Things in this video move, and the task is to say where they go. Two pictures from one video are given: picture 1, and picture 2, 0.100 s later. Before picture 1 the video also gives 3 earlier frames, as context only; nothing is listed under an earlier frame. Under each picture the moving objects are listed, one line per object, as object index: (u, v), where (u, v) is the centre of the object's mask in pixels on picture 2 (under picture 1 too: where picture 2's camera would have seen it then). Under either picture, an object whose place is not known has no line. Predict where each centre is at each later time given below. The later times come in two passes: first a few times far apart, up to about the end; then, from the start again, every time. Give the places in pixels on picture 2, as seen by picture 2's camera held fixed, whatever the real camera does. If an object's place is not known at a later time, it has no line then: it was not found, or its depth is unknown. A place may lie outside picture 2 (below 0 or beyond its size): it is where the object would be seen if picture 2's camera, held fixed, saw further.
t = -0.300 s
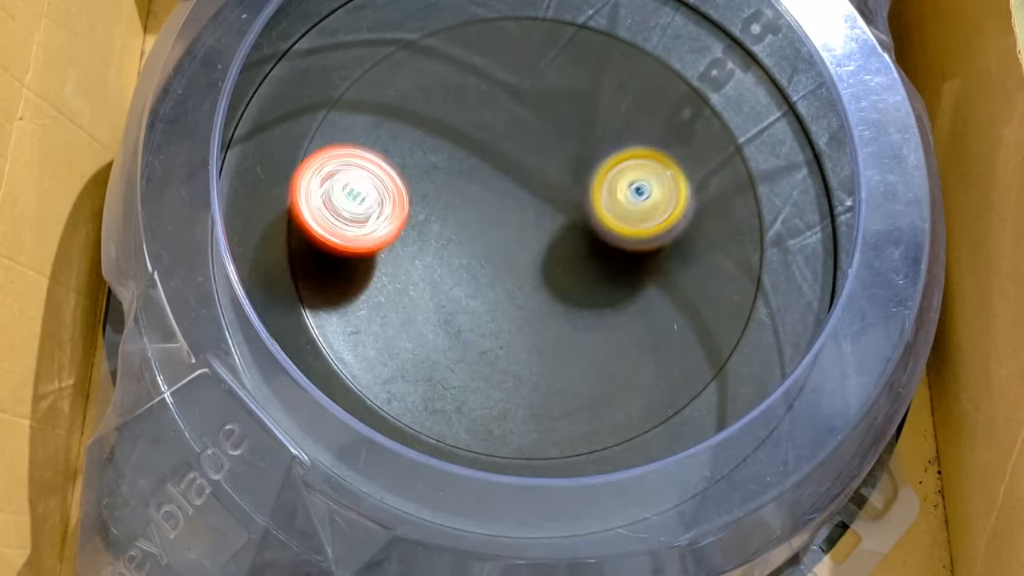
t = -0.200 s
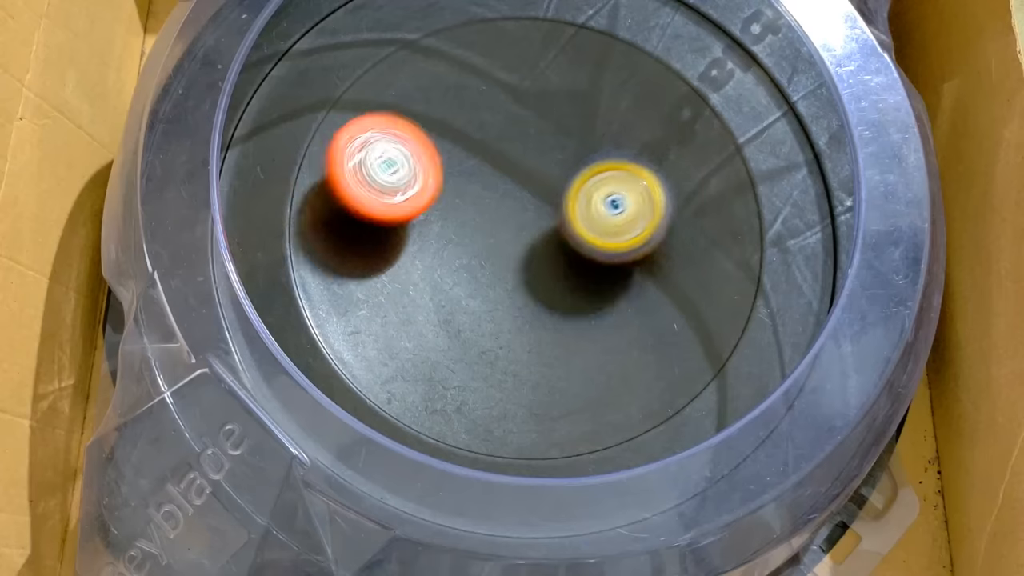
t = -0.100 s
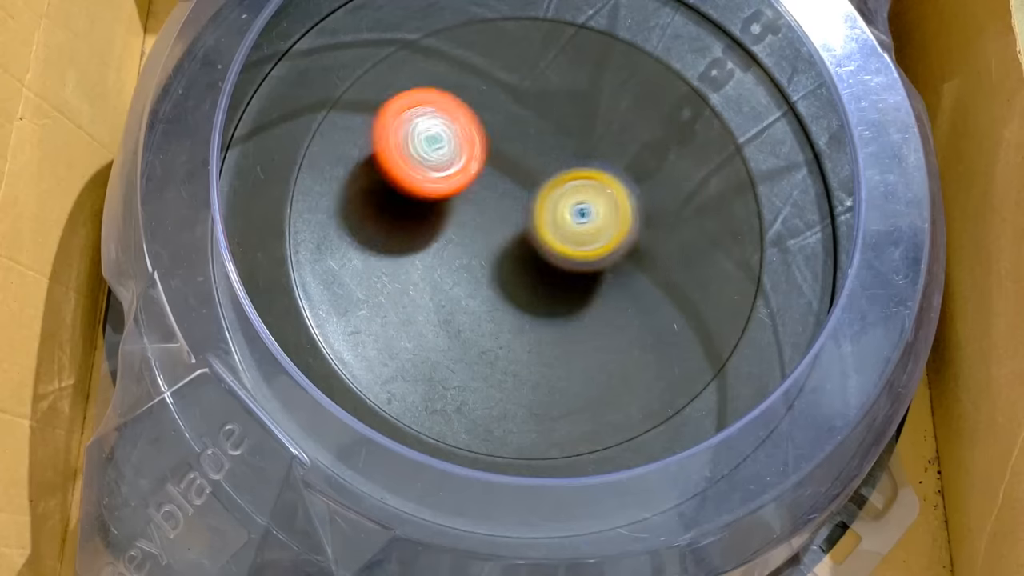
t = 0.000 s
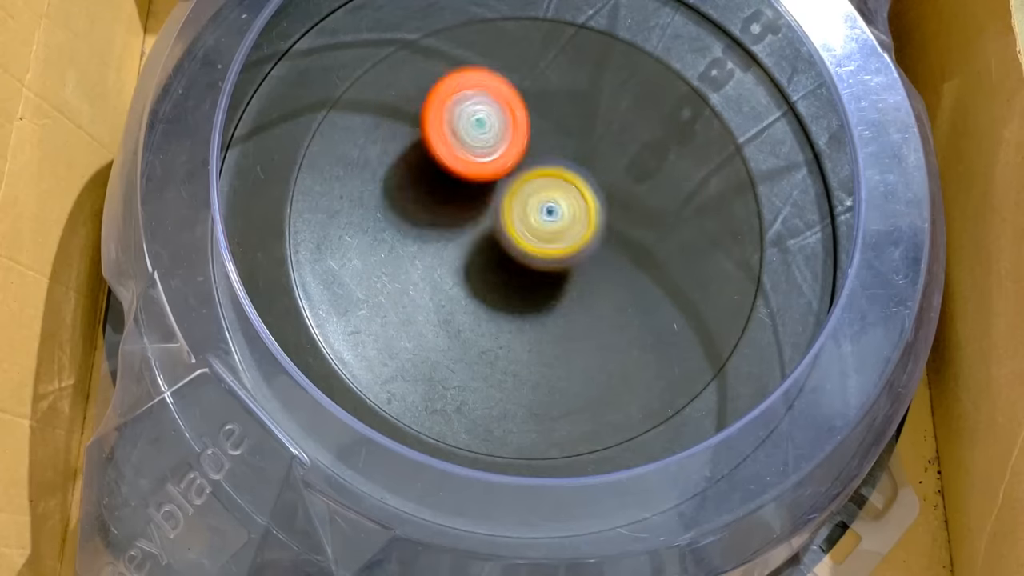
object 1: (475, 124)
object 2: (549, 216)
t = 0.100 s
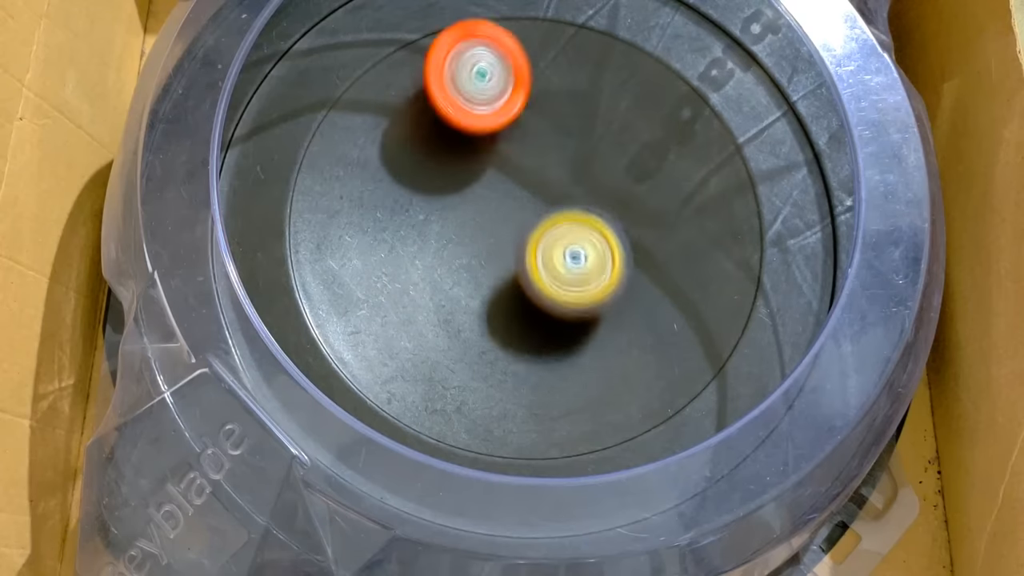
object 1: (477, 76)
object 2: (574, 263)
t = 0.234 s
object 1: (512, 66)
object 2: (552, 303)
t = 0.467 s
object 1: (593, 116)
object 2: (482, 271)
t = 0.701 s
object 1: (642, 198)
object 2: (522, 204)
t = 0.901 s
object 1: (651, 256)
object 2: (543, 204)
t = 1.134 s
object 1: (620, 313)
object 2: (513, 210)
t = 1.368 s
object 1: (559, 331)
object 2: (504, 184)
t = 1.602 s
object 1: (484, 303)
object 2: (532, 206)
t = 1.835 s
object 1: (409, 313)
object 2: (606, 157)
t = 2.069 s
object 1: (412, 232)
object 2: (595, 204)
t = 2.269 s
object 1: (421, 157)
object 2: (576, 229)
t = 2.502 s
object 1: (463, 111)
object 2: (569, 260)
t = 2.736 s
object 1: (546, 120)
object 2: (533, 235)
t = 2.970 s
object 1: (613, 158)
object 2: (518, 230)
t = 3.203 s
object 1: (637, 225)
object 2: (518, 213)
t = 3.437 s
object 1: (711, 332)
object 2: (437, 144)
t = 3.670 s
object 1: (641, 345)
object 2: (433, 109)
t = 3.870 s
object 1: (521, 295)
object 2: (454, 134)
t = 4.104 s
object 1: (388, 324)
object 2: (539, 96)
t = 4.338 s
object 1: (371, 280)
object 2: (623, 148)
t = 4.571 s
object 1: (450, 177)
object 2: (636, 228)
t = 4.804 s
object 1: (551, 90)
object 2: (580, 283)
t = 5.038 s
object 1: (632, 84)
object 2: (501, 275)
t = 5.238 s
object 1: (652, 147)
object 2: (474, 232)
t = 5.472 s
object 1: (614, 263)
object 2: (492, 197)
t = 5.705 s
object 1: (521, 330)
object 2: (528, 189)
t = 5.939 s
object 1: (433, 297)
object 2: (554, 209)
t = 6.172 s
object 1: (417, 206)
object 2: (558, 231)
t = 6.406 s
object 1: (488, 134)
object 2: (540, 239)
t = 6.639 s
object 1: (589, 129)
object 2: (528, 227)
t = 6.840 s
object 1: (647, 180)
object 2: (527, 215)
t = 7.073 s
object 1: (632, 268)
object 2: (532, 212)
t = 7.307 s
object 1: (549, 311)
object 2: (524, 210)
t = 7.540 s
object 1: (487, 290)
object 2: (523, 180)
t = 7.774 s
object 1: (468, 250)
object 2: (549, 156)
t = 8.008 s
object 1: (470, 260)
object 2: (576, 158)
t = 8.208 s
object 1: (489, 258)
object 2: (578, 175)
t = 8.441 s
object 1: (493, 273)
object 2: (588, 186)
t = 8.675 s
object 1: (438, 309)
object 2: (616, 158)
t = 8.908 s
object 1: (454, 278)
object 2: (593, 165)
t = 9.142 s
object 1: (447, 287)
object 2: (586, 146)
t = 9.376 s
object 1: (474, 290)
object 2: (577, 172)
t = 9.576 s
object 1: (500, 288)
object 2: (564, 197)
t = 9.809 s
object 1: (482, 328)
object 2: (601, 145)
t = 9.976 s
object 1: (492, 299)
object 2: (588, 156)
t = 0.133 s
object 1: (483, 69)
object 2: (574, 276)
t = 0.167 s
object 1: (491, 65)
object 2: (570, 289)
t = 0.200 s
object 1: (500, 64)
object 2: (562, 297)
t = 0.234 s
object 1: (512, 66)
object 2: (552, 303)
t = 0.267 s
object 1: (523, 70)
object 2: (539, 306)
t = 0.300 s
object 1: (535, 74)
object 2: (526, 306)
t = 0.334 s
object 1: (547, 80)
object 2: (514, 304)
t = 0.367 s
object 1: (559, 88)
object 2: (503, 298)
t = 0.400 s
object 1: (571, 96)
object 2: (494, 290)
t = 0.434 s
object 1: (582, 106)
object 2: (487, 281)
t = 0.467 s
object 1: (593, 116)
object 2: (482, 271)
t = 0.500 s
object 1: (603, 127)
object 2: (480, 258)
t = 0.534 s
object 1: (613, 139)
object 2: (482, 246)
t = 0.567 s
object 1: (621, 151)
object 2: (486, 234)
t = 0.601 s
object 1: (629, 163)
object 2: (494, 225)
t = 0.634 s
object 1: (635, 175)
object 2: (503, 216)
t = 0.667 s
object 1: (639, 186)
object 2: (512, 210)
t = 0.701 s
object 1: (642, 198)
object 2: (522, 204)
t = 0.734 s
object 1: (646, 208)
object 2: (531, 201)
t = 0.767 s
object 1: (652, 216)
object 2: (534, 201)
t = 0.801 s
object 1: (655, 226)
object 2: (536, 200)
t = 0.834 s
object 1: (656, 236)
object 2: (538, 201)
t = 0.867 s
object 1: (655, 247)
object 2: (540, 202)
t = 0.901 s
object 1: (651, 256)
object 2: (543, 204)
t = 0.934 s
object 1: (646, 265)
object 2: (546, 207)
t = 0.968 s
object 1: (642, 274)
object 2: (547, 210)
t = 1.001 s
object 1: (641, 284)
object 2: (541, 213)
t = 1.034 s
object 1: (638, 291)
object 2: (534, 214)
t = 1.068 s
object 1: (633, 299)
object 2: (527, 214)
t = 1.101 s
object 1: (627, 307)
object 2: (520, 213)
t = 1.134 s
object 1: (620, 313)
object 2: (513, 210)
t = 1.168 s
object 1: (613, 318)
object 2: (508, 206)
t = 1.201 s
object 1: (605, 323)
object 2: (505, 203)
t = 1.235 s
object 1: (597, 326)
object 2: (502, 198)
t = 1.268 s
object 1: (589, 329)
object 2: (500, 194)
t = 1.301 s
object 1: (579, 331)
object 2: (500, 190)
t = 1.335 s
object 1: (570, 331)
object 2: (502, 187)
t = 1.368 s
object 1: (559, 331)
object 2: (504, 184)
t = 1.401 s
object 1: (548, 330)
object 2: (508, 182)
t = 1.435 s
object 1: (536, 328)
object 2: (513, 182)
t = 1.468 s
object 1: (525, 324)
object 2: (518, 184)
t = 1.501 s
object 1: (514, 320)
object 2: (522, 188)
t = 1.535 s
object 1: (503, 315)
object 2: (526, 193)
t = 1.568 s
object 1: (494, 309)
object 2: (530, 199)
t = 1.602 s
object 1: (484, 303)
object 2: (532, 206)
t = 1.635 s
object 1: (467, 313)
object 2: (541, 197)
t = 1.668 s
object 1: (450, 322)
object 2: (555, 179)
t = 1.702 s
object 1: (435, 329)
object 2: (568, 165)
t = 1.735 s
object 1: (427, 330)
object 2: (579, 157)
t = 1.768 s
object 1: (420, 328)
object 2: (590, 154)
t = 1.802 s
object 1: (414, 322)
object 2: (599, 154)
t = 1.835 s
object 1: (409, 313)
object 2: (606, 157)
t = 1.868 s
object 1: (405, 303)
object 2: (610, 162)
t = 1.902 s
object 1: (403, 292)
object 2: (613, 168)
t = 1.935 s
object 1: (402, 280)
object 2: (613, 175)
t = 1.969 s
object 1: (402, 268)
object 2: (612, 182)
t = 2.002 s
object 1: (404, 256)
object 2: (608, 190)
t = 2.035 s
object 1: (408, 244)
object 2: (603, 197)
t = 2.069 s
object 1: (412, 232)
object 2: (595, 204)
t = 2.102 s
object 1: (418, 219)
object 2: (585, 210)
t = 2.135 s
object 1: (424, 208)
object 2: (575, 215)
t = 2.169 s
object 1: (431, 197)
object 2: (564, 217)
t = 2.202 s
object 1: (438, 187)
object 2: (553, 219)
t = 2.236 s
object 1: (428, 173)
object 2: (564, 223)
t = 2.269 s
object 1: (421, 157)
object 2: (576, 229)
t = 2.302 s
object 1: (418, 147)
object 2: (584, 235)
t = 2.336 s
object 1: (421, 137)
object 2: (587, 241)
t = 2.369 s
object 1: (426, 129)
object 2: (588, 247)
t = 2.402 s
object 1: (434, 123)
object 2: (585, 252)
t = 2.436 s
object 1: (443, 117)
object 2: (580, 256)
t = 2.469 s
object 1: (452, 113)
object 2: (575, 259)
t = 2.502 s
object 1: (463, 111)
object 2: (569, 260)
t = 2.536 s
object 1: (474, 109)
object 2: (563, 259)
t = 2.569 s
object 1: (485, 109)
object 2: (557, 258)
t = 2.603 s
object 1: (498, 109)
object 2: (551, 255)
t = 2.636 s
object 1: (510, 111)
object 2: (545, 251)
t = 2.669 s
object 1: (522, 113)
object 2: (540, 246)
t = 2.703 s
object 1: (534, 116)
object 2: (536, 240)
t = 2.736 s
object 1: (546, 120)
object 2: (533, 235)
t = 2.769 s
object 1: (557, 124)
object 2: (531, 230)
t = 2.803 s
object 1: (568, 125)
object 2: (530, 229)
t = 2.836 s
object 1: (578, 130)
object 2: (528, 229)
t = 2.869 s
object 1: (588, 136)
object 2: (527, 231)
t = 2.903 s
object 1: (597, 143)
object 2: (524, 231)
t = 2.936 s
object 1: (605, 150)
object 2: (521, 231)
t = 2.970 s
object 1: (613, 158)
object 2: (518, 230)
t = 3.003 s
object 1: (620, 167)
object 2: (516, 227)
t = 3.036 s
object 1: (625, 176)
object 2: (514, 225)
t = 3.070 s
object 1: (630, 185)
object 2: (513, 222)
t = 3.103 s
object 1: (633, 194)
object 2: (512, 220)
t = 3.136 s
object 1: (636, 204)
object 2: (513, 217)
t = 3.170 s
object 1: (637, 214)
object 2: (514, 215)
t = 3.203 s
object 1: (637, 225)
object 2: (518, 213)
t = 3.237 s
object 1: (635, 235)
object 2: (521, 211)
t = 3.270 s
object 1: (633, 245)
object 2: (524, 210)
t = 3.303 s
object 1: (643, 263)
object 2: (514, 203)
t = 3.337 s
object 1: (671, 285)
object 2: (485, 188)
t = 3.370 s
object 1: (690, 304)
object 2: (463, 172)
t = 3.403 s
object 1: (704, 320)
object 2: (447, 157)
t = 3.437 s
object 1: (711, 332)
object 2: (437, 144)
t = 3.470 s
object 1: (713, 342)
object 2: (432, 134)
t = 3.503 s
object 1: (710, 347)
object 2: (430, 125)
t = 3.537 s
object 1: (703, 351)
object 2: (429, 119)
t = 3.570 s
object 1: (691, 351)
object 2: (429, 113)
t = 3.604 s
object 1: (676, 350)
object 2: (430, 110)
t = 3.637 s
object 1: (660, 349)
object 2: (432, 109)
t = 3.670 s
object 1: (641, 345)
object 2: (433, 109)
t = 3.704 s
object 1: (621, 341)
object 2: (435, 110)
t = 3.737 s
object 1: (601, 335)
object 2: (437, 112)
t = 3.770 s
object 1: (581, 327)
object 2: (439, 115)
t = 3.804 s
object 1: (560, 318)
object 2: (444, 120)
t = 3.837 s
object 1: (540, 308)
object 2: (449, 126)
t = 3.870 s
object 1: (521, 295)
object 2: (454, 134)
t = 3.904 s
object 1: (501, 281)
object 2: (460, 143)
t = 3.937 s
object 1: (483, 267)
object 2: (466, 153)
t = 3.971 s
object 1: (462, 263)
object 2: (474, 153)
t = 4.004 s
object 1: (442, 280)
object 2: (487, 130)
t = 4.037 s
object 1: (421, 301)
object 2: (503, 113)
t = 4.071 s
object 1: (403, 314)
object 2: (521, 101)
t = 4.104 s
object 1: (388, 324)
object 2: (539, 96)
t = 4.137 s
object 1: (378, 331)
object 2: (557, 98)
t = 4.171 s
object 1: (370, 328)
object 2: (572, 103)
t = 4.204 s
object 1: (366, 322)
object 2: (584, 111)
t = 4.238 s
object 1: (364, 314)
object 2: (597, 120)
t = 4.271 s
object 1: (363, 304)
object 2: (607, 129)
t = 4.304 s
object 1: (366, 293)
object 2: (615, 138)
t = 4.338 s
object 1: (371, 280)
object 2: (623, 148)
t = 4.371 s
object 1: (378, 267)
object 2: (629, 158)
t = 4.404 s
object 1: (388, 252)
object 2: (634, 170)
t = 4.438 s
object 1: (398, 238)
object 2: (638, 181)
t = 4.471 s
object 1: (409, 223)
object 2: (638, 193)
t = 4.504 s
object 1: (423, 207)
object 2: (639, 205)
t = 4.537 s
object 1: (436, 193)
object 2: (638, 216)
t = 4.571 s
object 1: (450, 177)
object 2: (636, 228)
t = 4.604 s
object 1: (466, 162)
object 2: (633, 239)
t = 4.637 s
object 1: (481, 148)
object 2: (626, 249)
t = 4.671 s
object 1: (494, 134)
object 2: (620, 258)
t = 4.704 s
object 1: (509, 122)
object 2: (611, 266)
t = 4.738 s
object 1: (523, 110)
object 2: (601, 273)
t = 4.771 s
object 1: (537, 99)
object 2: (590, 279)
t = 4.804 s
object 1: (551, 90)
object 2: (580, 283)
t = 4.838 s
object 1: (564, 82)
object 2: (568, 286)
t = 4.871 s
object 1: (577, 77)
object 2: (556, 287)
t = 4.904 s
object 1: (590, 74)
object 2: (543, 288)
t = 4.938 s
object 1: (602, 74)
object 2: (533, 287)
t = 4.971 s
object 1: (613, 75)
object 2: (521, 284)
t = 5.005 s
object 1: (623, 79)
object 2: (511, 279)
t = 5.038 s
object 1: (632, 84)
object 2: (501, 275)
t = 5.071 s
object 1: (639, 91)
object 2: (493, 269)
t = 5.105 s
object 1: (644, 99)
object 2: (486, 262)
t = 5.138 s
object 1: (648, 108)
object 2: (481, 255)
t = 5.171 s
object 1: (651, 119)
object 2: (478, 247)
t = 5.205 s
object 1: (652, 132)
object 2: (475, 239)
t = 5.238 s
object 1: (652, 147)
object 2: (474, 232)
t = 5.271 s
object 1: (651, 162)
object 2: (474, 226)
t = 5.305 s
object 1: (649, 179)
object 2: (475, 219)
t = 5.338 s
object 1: (646, 197)
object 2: (478, 213)
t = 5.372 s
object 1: (641, 213)
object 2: (482, 208)
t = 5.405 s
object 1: (633, 230)
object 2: (485, 203)
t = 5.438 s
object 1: (625, 247)
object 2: (488, 200)
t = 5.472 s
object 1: (614, 263)
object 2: (492, 197)
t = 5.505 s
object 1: (603, 278)
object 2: (496, 194)
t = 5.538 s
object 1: (591, 290)
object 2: (501, 191)
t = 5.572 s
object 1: (578, 303)
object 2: (506, 189)
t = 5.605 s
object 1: (564, 313)
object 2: (512, 189)
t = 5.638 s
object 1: (550, 321)
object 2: (517, 188)
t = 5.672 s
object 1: (536, 327)
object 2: (522, 188)
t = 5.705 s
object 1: (521, 330)
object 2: (528, 189)
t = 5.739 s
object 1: (506, 332)
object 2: (533, 191)
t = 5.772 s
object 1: (491, 330)
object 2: (537, 193)
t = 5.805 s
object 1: (477, 328)
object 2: (542, 196)
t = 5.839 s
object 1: (464, 323)
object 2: (546, 199)
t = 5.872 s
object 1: (452, 316)
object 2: (549, 203)
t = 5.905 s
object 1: (441, 307)
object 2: (552, 206)
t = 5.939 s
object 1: (433, 297)
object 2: (554, 209)
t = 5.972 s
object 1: (425, 286)
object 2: (556, 212)
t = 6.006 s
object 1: (419, 273)
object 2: (557, 215)
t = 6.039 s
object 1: (414, 260)
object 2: (558, 218)
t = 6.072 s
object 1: (412, 246)
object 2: (559, 222)
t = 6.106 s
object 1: (412, 232)
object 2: (560, 225)
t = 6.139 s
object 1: (414, 219)
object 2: (559, 229)
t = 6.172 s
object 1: (417, 206)
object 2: (558, 231)
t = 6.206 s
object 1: (423, 192)
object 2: (556, 234)
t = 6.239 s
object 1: (430, 180)
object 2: (555, 236)
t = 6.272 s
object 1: (439, 169)
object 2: (553, 238)
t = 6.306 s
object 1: (449, 159)
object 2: (550, 240)
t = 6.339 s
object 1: (461, 149)
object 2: (546, 239)
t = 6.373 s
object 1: (474, 141)
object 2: (543, 239)
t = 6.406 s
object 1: (488, 134)
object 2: (540, 239)
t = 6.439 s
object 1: (502, 128)
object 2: (537, 238)
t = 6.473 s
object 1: (516, 124)
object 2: (535, 237)
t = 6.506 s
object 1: (531, 122)
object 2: (532, 235)
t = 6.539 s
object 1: (546, 121)
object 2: (530, 232)
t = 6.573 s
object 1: (562, 122)
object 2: (529, 230)
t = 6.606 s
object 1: (576, 125)
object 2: (528, 228)
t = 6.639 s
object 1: (589, 129)
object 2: (528, 227)
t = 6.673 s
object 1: (602, 135)
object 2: (527, 224)
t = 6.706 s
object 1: (614, 141)
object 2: (526, 222)
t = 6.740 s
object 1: (624, 149)
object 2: (526, 219)
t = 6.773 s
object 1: (633, 158)
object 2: (526, 218)
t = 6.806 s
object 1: (641, 169)
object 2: (527, 216)
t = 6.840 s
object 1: (647, 180)
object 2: (527, 215)
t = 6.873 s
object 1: (650, 192)
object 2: (528, 214)
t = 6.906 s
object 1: (653, 204)
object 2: (529, 213)
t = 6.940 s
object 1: (653, 216)
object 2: (530, 212)
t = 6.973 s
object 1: (650, 228)
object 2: (531, 211)
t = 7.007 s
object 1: (646, 242)
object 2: (531, 211)
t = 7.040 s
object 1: (640, 255)
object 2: (531, 211)
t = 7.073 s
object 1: (632, 268)
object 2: (532, 212)
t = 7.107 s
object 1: (622, 280)
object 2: (533, 212)
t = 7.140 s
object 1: (611, 290)
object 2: (533, 212)
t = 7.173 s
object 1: (597, 300)
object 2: (533, 213)
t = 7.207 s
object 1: (585, 306)
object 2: (532, 214)
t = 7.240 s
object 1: (574, 309)
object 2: (530, 214)
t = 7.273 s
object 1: (561, 309)
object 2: (527, 213)
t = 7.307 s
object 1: (549, 311)
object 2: (524, 210)
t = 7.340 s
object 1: (542, 316)
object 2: (520, 203)
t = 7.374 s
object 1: (533, 314)
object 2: (519, 198)
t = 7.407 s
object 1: (524, 309)
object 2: (520, 196)
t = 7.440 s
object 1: (513, 302)
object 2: (520, 194)
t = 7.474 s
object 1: (503, 294)
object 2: (520, 194)
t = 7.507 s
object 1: (494, 294)
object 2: (520, 186)
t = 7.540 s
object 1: (487, 290)
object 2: (523, 180)
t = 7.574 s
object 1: (483, 282)
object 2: (526, 178)
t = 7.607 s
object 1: (478, 272)
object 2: (527, 177)
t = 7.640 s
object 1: (474, 265)
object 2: (529, 174)
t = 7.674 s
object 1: (466, 267)
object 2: (536, 163)
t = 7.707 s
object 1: (464, 264)
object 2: (541, 156)
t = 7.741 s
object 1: (465, 258)
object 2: (545, 155)
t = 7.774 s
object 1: (468, 250)
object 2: (549, 156)
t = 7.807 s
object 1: (472, 242)
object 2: (551, 159)
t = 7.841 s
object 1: (476, 235)
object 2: (554, 162)
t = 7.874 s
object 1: (471, 239)
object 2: (561, 158)
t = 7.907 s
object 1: (462, 251)
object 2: (568, 153)
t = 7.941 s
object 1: (459, 257)
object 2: (573, 152)
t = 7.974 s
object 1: (463, 260)
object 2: (574, 155)
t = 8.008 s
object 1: (470, 260)
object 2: (576, 158)
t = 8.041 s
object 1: (478, 258)
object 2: (576, 161)
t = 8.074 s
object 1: (485, 255)
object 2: (574, 165)
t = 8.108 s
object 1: (492, 251)
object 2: (573, 170)
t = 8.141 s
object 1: (490, 252)
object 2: (575, 170)
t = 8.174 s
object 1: (487, 256)
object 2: (577, 171)
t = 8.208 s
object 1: (489, 258)
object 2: (578, 175)
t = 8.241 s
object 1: (494, 259)
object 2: (577, 179)
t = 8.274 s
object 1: (497, 260)
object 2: (577, 183)
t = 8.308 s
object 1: (491, 266)
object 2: (581, 179)
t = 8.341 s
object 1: (488, 269)
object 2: (584, 178)
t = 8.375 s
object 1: (489, 271)
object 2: (587, 180)
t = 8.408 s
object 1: (491, 273)
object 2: (588, 182)
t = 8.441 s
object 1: (493, 273)
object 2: (588, 186)
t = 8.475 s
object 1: (494, 271)
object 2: (585, 189)
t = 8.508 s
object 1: (496, 269)
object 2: (582, 193)
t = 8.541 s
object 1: (490, 272)
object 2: (582, 192)
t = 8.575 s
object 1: (468, 289)
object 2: (596, 177)
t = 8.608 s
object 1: (452, 300)
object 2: (607, 165)
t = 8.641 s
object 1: (442, 307)
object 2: (612, 161)
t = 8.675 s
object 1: (438, 309)
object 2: (616, 158)
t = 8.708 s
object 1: (439, 309)
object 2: (617, 158)
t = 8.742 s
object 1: (440, 307)
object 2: (616, 157)
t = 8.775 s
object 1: (441, 303)
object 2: (614, 159)
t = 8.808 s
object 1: (443, 297)
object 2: (610, 159)
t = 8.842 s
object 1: (446, 291)
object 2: (606, 161)
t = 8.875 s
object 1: (449, 284)
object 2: (599, 162)
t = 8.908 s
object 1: (454, 278)
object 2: (593, 165)
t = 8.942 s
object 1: (458, 272)
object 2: (586, 168)
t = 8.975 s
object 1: (466, 265)
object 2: (578, 171)
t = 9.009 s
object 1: (473, 259)
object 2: (570, 174)
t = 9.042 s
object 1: (477, 257)
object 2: (565, 177)
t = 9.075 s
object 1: (463, 269)
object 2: (573, 161)
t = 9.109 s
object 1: (451, 280)
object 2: (582, 150)
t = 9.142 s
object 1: (447, 287)
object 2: (586, 146)
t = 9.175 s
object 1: (447, 291)
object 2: (589, 147)
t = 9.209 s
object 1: (452, 291)
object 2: (589, 149)
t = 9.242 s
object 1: (456, 292)
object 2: (589, 152)
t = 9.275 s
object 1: (459, 293)
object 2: (587, 157)
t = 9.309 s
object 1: (462, 292)
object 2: (585, 161)
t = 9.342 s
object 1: (468, 291)
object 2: (581, 166)
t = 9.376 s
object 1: (474, 290)
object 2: (577, 172)
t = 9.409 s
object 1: (480, 288)
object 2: (573, 180)
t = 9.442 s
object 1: (486, 286)
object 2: (570, 185)
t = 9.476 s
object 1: (495, 283)
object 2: (565, 192)
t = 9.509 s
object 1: (497, 285)
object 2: (564, 196)
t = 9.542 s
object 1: (498, 286)
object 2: (563, 196)
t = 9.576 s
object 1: (500, 288)
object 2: (564, 197)
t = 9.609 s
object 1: (492, 302)
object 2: (573, 179)
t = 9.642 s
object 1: (485, 316)
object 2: (581, 165)
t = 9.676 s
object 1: (482, 324)
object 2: (589, 155)
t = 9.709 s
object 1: (482, 329)
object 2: (594, 149)
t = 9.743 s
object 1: (482, 330)
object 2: (598, 147)
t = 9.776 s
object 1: (482, 330)
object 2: (600, 146)
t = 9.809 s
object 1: (482, 328)
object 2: (601, 145)
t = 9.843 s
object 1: (482, 325)
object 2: (601, 146)
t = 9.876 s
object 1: (483, 320)
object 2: (600, 147)
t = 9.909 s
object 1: (485, 314)
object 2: (596, 150)
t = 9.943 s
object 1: (488, 307)
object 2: (592, 153)
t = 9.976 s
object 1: (492, 299)
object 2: (588, 156)
